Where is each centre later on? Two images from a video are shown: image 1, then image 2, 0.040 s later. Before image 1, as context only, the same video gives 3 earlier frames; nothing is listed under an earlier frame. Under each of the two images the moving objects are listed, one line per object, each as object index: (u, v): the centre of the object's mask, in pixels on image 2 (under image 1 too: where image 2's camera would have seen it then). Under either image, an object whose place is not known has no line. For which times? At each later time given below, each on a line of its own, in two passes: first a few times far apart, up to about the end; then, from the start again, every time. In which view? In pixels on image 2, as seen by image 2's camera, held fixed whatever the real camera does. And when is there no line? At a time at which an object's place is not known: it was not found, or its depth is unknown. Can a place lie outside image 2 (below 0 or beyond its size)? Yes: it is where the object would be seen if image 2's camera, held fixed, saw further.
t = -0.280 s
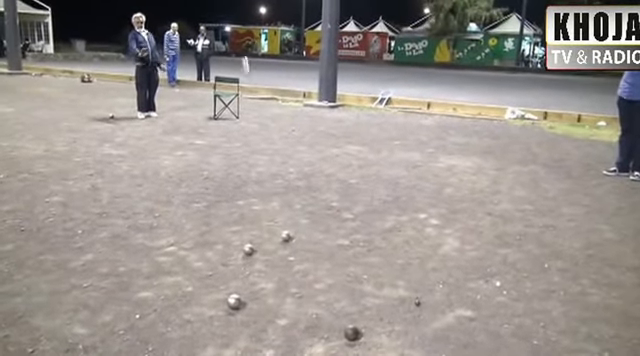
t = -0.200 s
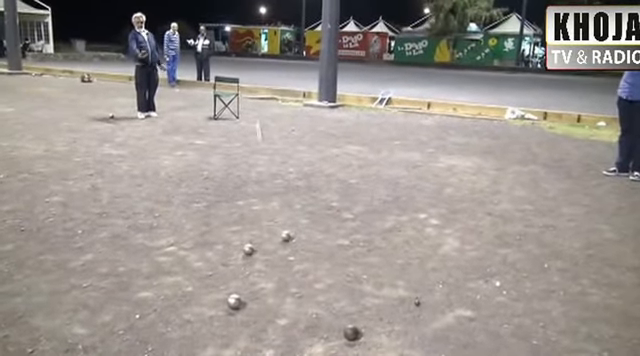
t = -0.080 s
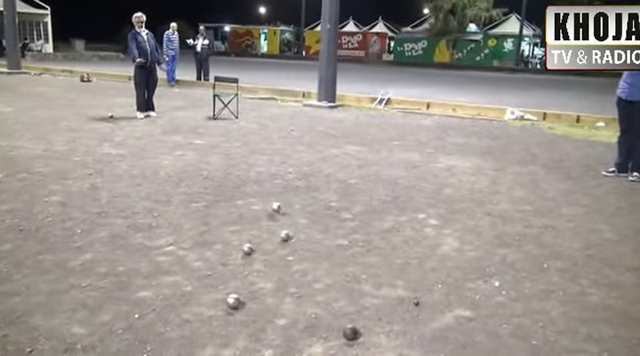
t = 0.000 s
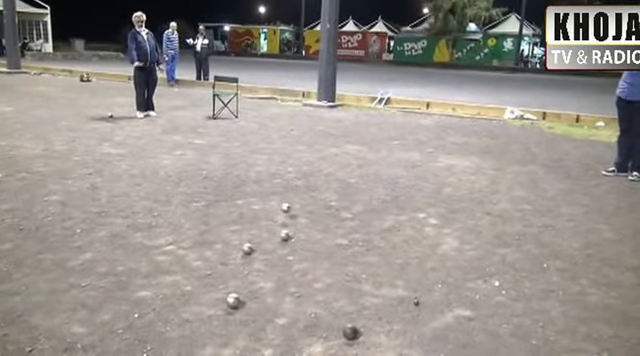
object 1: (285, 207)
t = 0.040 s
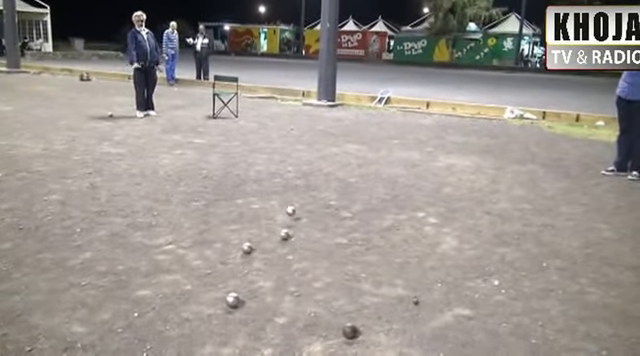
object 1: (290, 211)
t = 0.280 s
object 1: (324, 233)
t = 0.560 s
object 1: (363, 252)
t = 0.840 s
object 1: (405, 269)
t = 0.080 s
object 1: (296, 217)
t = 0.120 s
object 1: (301, 224)
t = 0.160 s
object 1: (307, 225)
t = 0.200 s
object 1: (313, 229)
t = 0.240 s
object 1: (318, 231)
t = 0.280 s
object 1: (324, 233)
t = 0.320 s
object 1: (330, 235)
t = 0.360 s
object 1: (335, 238)
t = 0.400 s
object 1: (341, 241)
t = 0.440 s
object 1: (346, 243)
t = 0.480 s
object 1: (352, 246)
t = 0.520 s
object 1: (358, 248)
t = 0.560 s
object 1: (363, 252)
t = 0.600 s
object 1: (369, 254)
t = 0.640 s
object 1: (375, 257)
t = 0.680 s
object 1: (381, 259)
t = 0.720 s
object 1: (387, 261)
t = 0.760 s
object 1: (393, 264)
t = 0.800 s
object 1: (399, 267)
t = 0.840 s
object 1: (405, 269)
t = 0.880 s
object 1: (412, 272)
